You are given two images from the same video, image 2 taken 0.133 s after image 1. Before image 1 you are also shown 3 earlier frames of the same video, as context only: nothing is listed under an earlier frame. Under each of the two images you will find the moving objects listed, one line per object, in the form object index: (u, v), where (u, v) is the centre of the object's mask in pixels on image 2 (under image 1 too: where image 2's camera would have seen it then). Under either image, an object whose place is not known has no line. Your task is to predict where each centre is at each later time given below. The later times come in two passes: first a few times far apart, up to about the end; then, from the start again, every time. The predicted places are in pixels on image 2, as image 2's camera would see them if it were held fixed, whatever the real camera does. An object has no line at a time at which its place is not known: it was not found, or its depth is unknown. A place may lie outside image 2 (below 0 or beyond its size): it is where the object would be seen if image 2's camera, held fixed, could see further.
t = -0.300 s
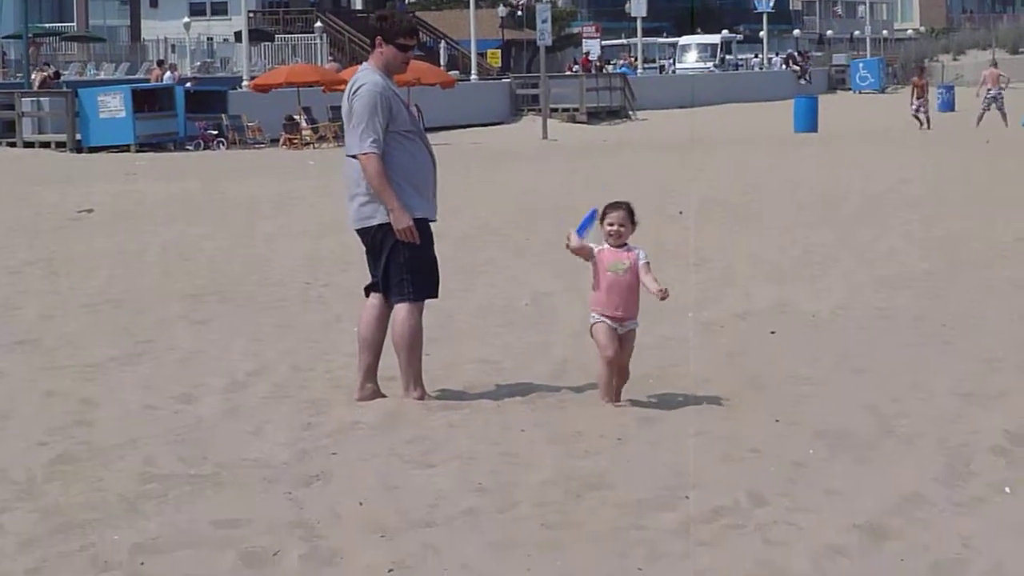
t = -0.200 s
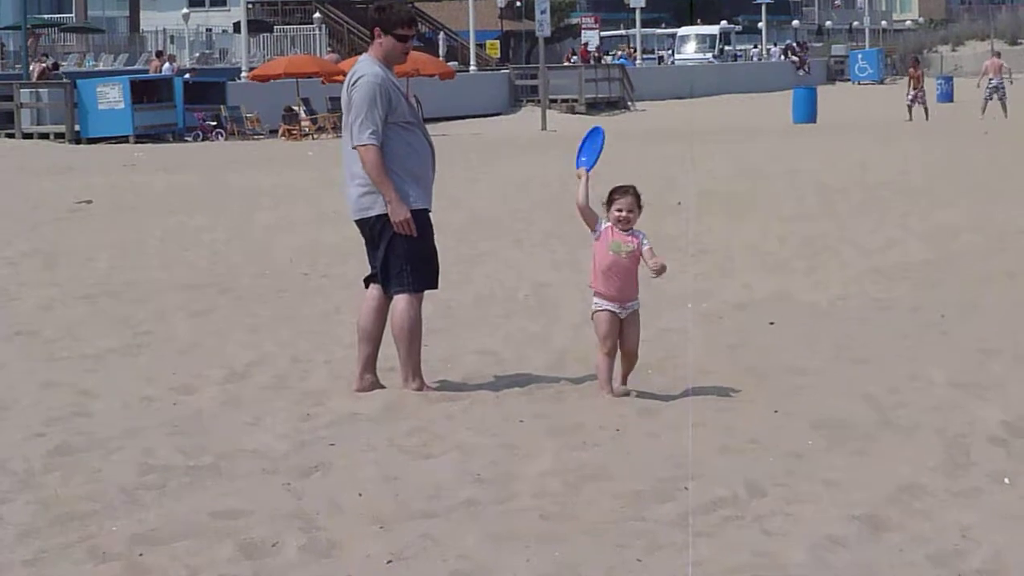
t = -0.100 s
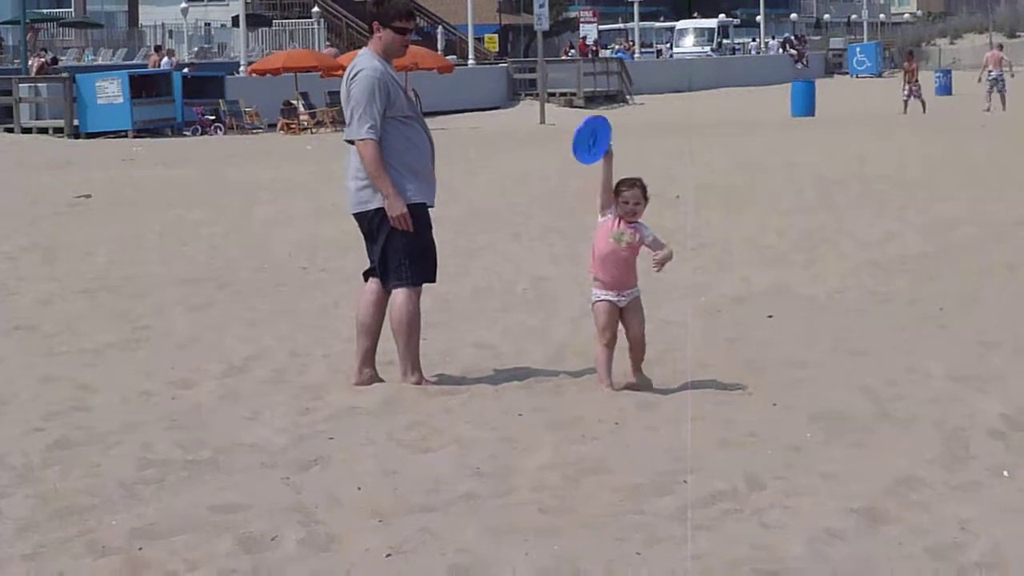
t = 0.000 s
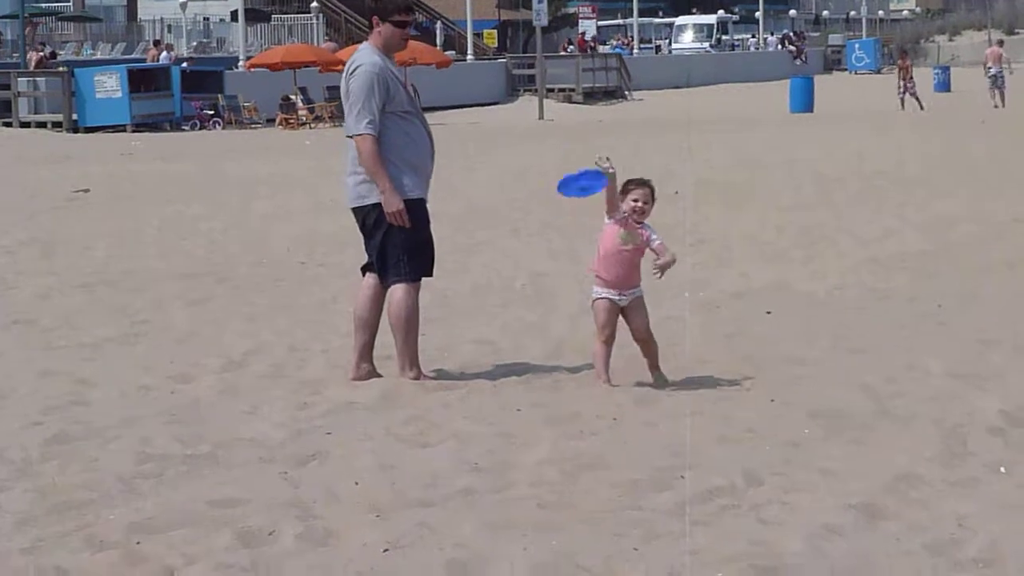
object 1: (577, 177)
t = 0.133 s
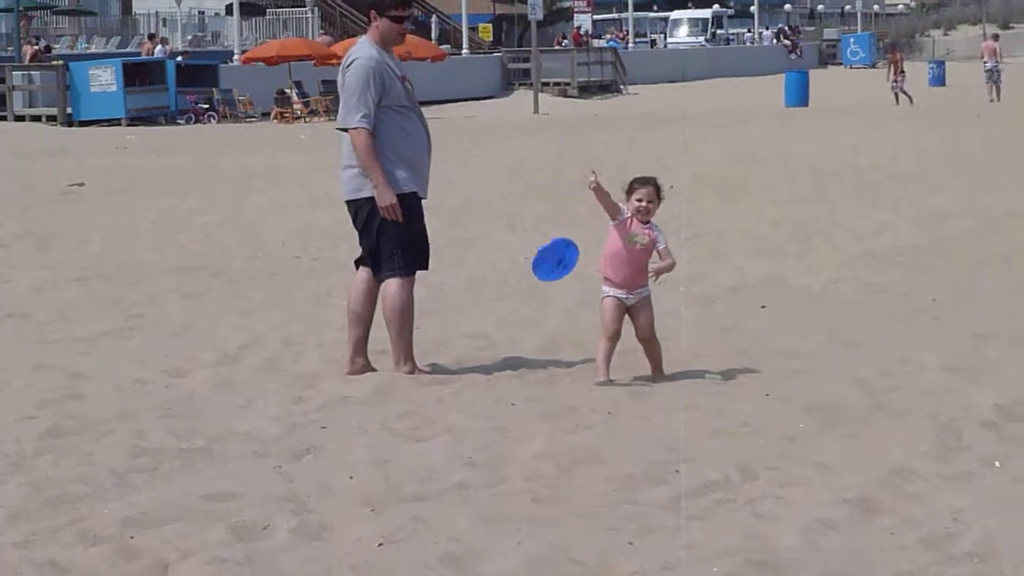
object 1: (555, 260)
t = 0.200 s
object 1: (541, 307)
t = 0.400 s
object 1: (515, 383)
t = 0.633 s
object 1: (515, 388)
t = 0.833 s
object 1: (516, 388)
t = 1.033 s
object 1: (514, 388)
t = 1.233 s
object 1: (515, 388)
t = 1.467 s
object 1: (515, 388)
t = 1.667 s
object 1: (515, 388)
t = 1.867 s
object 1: (515, 388)
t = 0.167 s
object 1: (548, 283)
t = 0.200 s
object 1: (541, 307)
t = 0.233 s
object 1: (533, 332)
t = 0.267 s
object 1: (522, 359)
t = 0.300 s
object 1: (516, 381)
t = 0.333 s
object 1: (516, 386)
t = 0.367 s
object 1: (515, 384)
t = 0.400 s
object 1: (515, 383)
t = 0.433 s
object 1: (515, 384)
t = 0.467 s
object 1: (516, 386)
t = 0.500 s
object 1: (517, 388)
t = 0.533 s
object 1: (518, 388)
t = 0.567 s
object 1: (518, 388)
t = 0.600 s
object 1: (517, 388)
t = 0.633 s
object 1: (515, 388)
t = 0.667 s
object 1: (515, 388)
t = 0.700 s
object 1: (515, 388)
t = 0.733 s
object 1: (515, 388)
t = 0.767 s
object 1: (515, 388)
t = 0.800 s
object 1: (515, 388)
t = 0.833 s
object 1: (516, 388)
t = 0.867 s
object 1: (515, 388)
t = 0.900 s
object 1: (515, 388)
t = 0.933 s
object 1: (515, 388)
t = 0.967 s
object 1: (515, 388)
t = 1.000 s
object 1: (514, 388)
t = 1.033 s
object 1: (514, 388)
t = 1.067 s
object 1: (514, 388)
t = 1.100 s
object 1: (513, 388)
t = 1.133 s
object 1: (514, 388)
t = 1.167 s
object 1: (514, 388)
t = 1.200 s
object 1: (515, 388)
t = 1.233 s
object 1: (515, 388)
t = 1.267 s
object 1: (515, 388)
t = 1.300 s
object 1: (515, 388)
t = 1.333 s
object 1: (515, 388)
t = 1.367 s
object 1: (514, 389)
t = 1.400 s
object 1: (515, 388)
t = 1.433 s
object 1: (515, 388)
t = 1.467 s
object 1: (515, 388)
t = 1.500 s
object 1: (514, 388)
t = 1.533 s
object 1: (514, 388)
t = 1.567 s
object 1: (515, 387)
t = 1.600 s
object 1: (515, 388)
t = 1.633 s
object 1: (515, 388)
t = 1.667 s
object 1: (515, 388)
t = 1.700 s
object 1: (515, 388)
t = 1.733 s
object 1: (515, 388)
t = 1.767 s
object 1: (515, 387)
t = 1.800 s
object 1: (515, 388)
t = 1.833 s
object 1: (515, 388)
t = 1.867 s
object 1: (515, 388)
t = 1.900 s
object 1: (515, 388)
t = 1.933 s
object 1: (515, 388)
